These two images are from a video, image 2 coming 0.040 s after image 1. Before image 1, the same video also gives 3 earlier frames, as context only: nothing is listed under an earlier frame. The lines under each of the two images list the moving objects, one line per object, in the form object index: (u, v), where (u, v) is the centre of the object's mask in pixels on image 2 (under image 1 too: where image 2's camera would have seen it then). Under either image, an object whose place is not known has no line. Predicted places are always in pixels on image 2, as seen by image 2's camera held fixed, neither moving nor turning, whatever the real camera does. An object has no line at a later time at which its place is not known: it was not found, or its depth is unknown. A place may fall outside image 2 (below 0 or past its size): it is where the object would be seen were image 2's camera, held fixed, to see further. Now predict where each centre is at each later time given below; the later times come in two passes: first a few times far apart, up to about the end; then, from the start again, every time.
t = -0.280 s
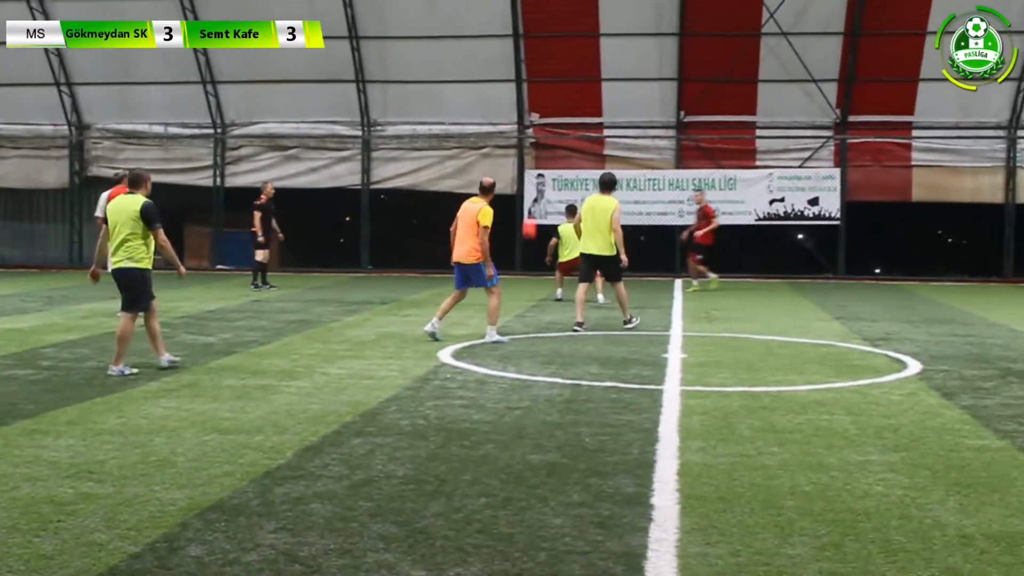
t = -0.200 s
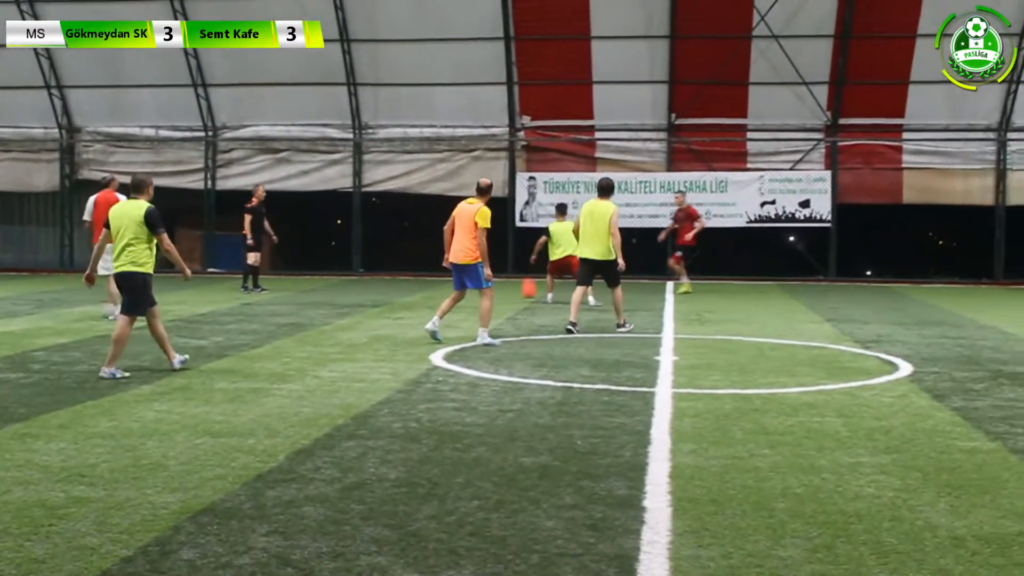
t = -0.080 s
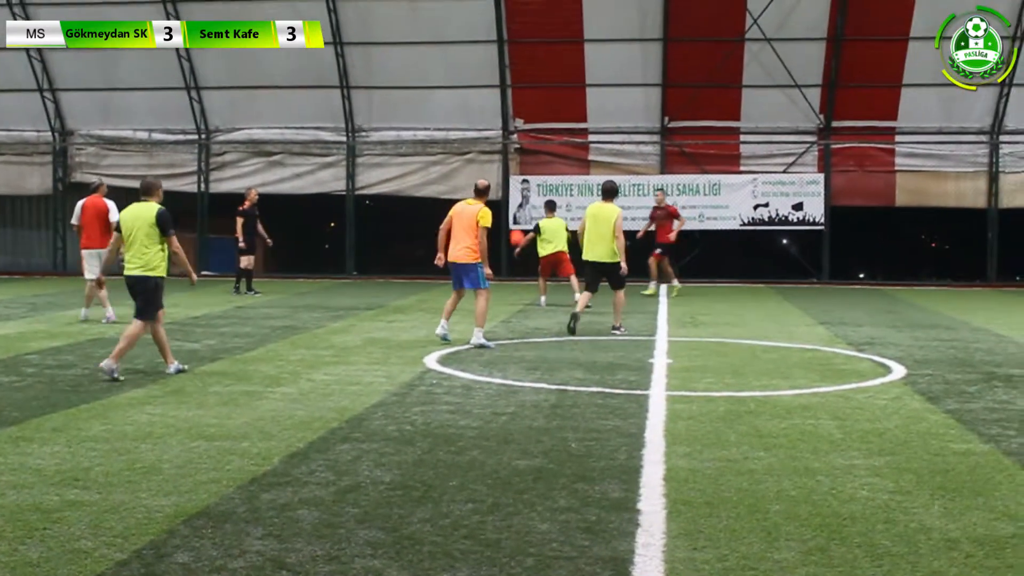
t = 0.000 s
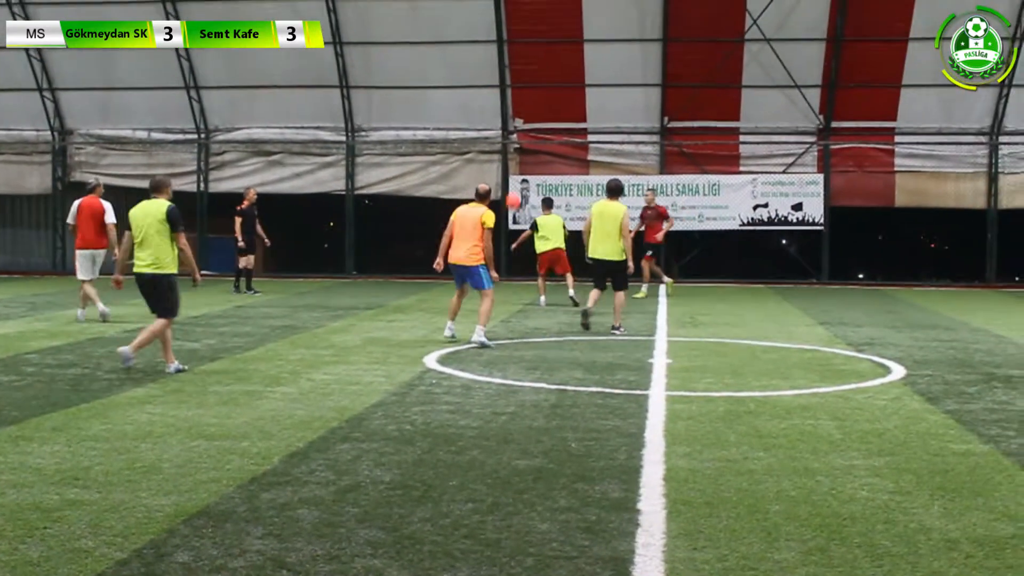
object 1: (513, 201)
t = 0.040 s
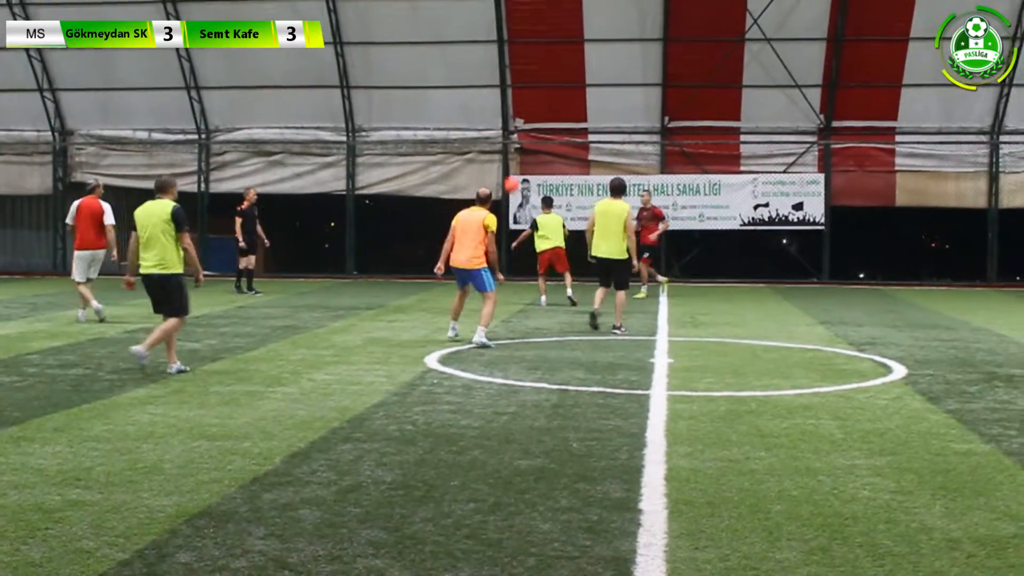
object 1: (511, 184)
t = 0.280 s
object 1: (500, 107)
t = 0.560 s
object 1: (486, 63)
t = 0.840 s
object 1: (471, 68)
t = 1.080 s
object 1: (459, 114)
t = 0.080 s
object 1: (509, 168)
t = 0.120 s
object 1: (507, 154)
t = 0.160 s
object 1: (505, 142)
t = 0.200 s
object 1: (504, 129)
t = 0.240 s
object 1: (502, 117)
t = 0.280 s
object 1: (500, 107)
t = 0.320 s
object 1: (498, 98)
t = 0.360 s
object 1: (496, 89)
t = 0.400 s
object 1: (494, 82)
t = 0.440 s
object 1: (492, 76)
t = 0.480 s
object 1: (490, 70)
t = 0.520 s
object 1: (488, 66)
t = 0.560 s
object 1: (486, 63)
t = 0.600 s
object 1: (484, 61)
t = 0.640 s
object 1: (482, 59)
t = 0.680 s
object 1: (480, 59)
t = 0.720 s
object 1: (477, 60)
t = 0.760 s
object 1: (475, 62)
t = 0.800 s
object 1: (473, 64)
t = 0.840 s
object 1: (471, 68)
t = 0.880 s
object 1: (469, 73)
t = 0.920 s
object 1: (467, 79)
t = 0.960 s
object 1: (465, 86)
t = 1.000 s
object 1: (463, 94)
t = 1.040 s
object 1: (461, 104)
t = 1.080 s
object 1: (459, 114)
